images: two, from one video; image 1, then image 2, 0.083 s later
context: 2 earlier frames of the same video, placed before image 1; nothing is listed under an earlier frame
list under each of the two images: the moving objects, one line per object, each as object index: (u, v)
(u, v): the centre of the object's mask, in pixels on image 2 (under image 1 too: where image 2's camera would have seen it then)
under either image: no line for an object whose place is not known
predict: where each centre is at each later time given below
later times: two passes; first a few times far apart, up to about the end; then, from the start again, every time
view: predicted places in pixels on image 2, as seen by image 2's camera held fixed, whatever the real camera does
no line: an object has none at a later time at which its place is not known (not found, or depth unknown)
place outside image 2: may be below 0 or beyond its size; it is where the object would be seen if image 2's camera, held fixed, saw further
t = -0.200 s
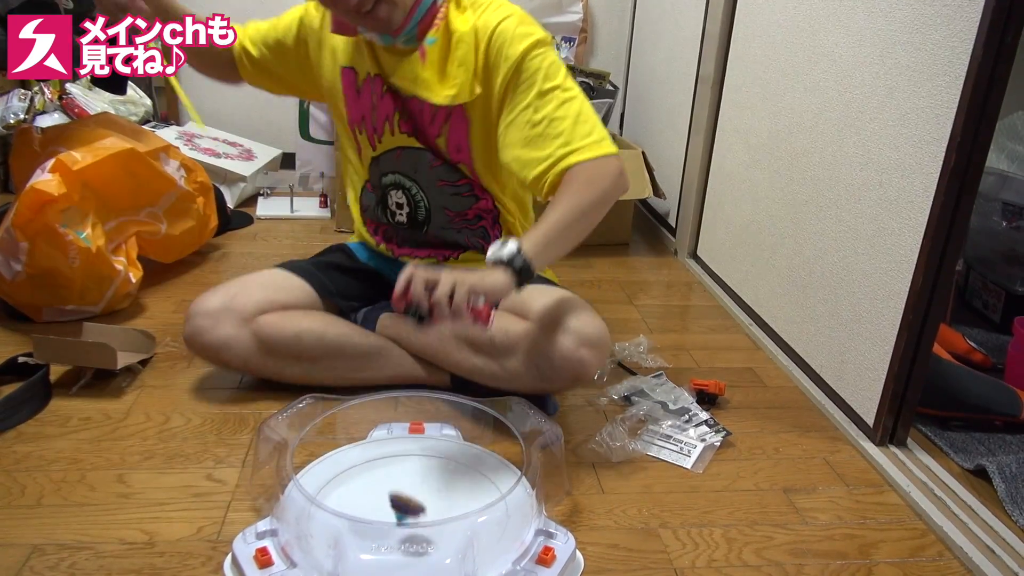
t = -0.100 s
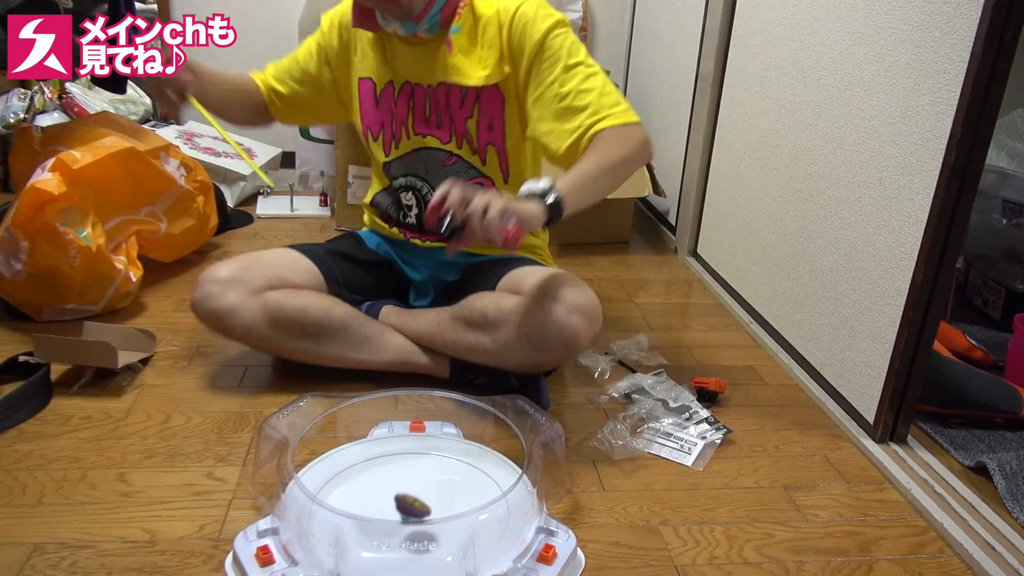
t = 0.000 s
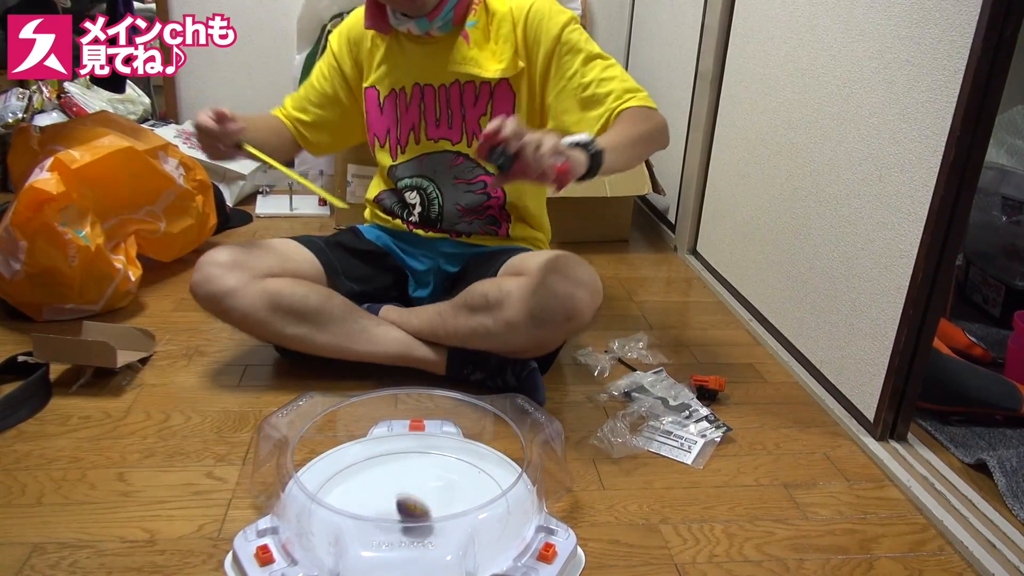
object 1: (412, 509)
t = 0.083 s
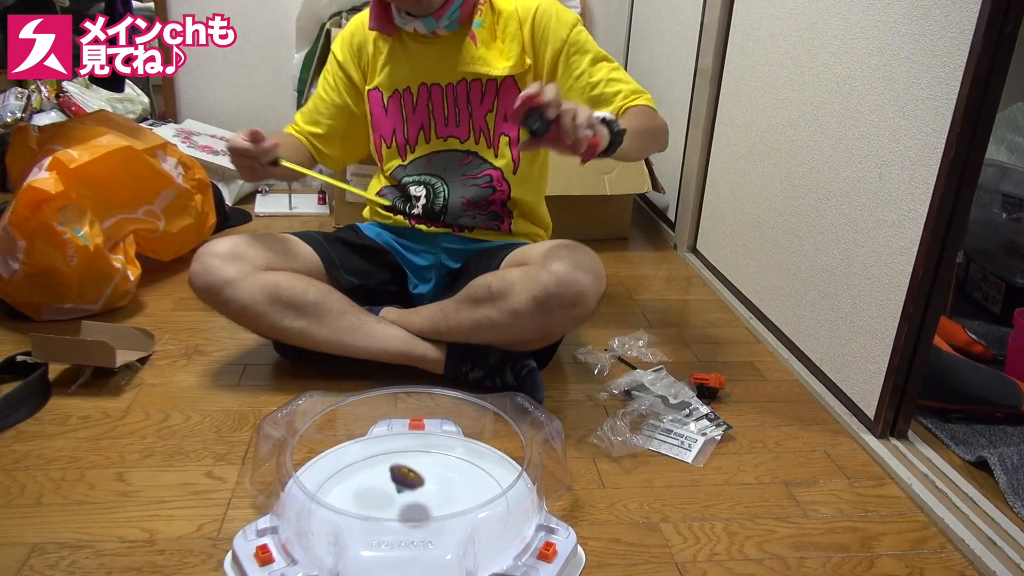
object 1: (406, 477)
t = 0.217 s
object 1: (394, 459)
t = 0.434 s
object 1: (377, 448)
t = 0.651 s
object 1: (381, 479)
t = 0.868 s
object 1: (420, 519)
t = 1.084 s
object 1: (462, 502)
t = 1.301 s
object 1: (468, 458)
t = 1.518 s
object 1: (407, 456)
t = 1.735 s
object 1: (364, 500)
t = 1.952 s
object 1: (414, 541)
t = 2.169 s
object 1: (509, 508)
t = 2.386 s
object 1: (502, 455)
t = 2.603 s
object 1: (440, 445)
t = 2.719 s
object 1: (395, 473)
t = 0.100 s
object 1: (405, 476)
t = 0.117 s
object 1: (403, 476)
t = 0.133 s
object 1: (402, 479)
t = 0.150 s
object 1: (401, 482)
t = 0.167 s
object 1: (400, 476)
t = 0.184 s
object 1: (398, 468)
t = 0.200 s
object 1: (396, 463)
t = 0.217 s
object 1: (394, 459)
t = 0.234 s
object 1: (392, 457)
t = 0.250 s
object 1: (390, 457)
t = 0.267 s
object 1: (389, 459)
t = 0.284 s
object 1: (388, 458)
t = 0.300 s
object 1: (386, 455)
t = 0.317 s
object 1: (385, 454)
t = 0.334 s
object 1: (384, 453)
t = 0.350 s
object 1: (382, 450)
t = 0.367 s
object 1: (381, 449)
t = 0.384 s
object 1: (380, 451)
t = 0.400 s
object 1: (379, 449)
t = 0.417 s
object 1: (378, 447)
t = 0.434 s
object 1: (377, 448)
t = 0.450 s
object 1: (376, 449)
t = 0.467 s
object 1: (375, 452)
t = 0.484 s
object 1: (375, 452)
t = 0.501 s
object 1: (374, 454)
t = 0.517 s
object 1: (374, 456)
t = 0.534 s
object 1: (374, 458)
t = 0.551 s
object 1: (374, 461)
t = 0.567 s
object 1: (375, 463)
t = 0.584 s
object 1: (376, 466)
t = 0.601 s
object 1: (376, 469)
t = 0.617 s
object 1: (378, 472)
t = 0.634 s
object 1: (379, 475)
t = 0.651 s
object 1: (381, 479)
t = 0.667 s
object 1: (383, 483)
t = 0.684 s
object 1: (385, 486)
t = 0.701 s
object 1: (387, 490)
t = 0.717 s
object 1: (390, 493)
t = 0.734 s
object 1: (393, 496)
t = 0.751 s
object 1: (396, 500)
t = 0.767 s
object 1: (399, 503)
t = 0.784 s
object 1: (402, 505)
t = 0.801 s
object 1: (405, 508)
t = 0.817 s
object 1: (408, 509)
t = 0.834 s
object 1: (411, 511)
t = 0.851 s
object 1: (415, 512)
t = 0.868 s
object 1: (420, 519)
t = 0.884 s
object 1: (424, 521)
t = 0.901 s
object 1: (428, 522)
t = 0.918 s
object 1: (431, 521)
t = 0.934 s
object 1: (435, 522)
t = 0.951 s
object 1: (439, 522)
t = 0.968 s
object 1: (442, 519)
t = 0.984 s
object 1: (447, 521)
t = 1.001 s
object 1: (451, 521)
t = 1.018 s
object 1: (454, 519)
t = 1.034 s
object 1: (457, 514)
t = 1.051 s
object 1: (460, 513)
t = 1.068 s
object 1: (463, 511)
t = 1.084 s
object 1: (462, 502)
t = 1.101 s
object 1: (465, 499)
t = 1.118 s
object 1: (468, 497)
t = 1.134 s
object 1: (470, 495)
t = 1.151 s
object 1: (472, 492)
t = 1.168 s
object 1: (473, 489)
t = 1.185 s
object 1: (474, 485)
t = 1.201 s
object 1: (474, 481)
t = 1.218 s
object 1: (474, 477)
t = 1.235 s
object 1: (473, 473)
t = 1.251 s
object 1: (472, 469)
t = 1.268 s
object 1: (471, 465)
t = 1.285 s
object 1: (470, 461)
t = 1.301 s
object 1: (468, 458)
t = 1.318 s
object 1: (466, 455)
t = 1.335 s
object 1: (463, 452)
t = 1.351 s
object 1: (460, 449)
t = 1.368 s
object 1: (456, 448)
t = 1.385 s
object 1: (451, 447)
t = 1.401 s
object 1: (446, 447)
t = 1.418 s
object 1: (441, 448)
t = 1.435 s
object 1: (435, 448)
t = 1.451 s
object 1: (430, 449)
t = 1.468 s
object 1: (424, 451)
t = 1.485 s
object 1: (418, 452)
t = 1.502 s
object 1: (413, 453)
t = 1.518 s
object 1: (407, 456)
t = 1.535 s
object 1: (402, 458)
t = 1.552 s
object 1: (397, 460)
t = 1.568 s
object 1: (391, 463)
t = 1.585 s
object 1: (386, 466)
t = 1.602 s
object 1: (382, 468)
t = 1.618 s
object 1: (378, 472)
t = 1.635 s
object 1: (375, 476)
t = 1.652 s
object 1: (371, 480)
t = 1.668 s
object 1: (368, 484)
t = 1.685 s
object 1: (367, 487)
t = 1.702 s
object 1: (365, 492)
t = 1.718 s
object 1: (364, 496)
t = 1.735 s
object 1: (364, 500)
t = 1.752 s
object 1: (364, 503)
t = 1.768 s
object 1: (365, 506)
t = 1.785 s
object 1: (366, 513)
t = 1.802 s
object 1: (368, 518)
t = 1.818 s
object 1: (370, 520)
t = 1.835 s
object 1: (374, 524)
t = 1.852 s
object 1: (378, 527)
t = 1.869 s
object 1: (382, 529)
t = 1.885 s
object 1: (387, 536)
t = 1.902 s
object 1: (392, 538)
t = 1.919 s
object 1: (400, 540)
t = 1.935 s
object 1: (407, 539)
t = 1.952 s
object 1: (414, 541)
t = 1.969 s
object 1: (422, 541)
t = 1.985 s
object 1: (430, 542)
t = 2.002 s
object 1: (439, 541)
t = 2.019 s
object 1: (448, 541)
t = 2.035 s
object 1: (457, 538)
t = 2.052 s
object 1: (466, 536)
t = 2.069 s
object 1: (475, 533)
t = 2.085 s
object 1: (484, 530)
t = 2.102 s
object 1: (491, 528)
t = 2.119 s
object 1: (497, 521)
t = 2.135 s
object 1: (502, 515)
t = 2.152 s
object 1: (506, 511)
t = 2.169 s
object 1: (509, 508)
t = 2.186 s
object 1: (513, 502)
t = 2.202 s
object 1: (513, 496)
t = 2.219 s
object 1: (515, 492)
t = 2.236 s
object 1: (517, 488)
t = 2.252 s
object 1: (518, 483)
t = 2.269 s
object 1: (518, 478)
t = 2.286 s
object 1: (521, 475)
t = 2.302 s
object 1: (518, 468)
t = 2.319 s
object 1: (513, 466)
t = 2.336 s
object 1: (512, 463)
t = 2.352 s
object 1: (510, 461)
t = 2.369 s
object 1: (507, 458)
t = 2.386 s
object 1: (502, 455)
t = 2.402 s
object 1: (498, 453)
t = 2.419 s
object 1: (493, 450)
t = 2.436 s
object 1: (489, 448)
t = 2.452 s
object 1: (484, 446)
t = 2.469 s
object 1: (480, 444)
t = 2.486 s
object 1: (475, 443)
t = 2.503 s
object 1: (470, 442)
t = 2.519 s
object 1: (465, 441)
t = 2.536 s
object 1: (460, 441)
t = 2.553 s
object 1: (455, 441)
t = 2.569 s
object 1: (450, 441)
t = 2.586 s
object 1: (445, 442)
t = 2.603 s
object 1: (440, 445)
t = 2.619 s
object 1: (434, 448)
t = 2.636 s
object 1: (428, 451)
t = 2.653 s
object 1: (422, 454)
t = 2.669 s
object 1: (415, 459)
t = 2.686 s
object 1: (408, 463)
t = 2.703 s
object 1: (401, 468)
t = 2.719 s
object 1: (395, 473)
